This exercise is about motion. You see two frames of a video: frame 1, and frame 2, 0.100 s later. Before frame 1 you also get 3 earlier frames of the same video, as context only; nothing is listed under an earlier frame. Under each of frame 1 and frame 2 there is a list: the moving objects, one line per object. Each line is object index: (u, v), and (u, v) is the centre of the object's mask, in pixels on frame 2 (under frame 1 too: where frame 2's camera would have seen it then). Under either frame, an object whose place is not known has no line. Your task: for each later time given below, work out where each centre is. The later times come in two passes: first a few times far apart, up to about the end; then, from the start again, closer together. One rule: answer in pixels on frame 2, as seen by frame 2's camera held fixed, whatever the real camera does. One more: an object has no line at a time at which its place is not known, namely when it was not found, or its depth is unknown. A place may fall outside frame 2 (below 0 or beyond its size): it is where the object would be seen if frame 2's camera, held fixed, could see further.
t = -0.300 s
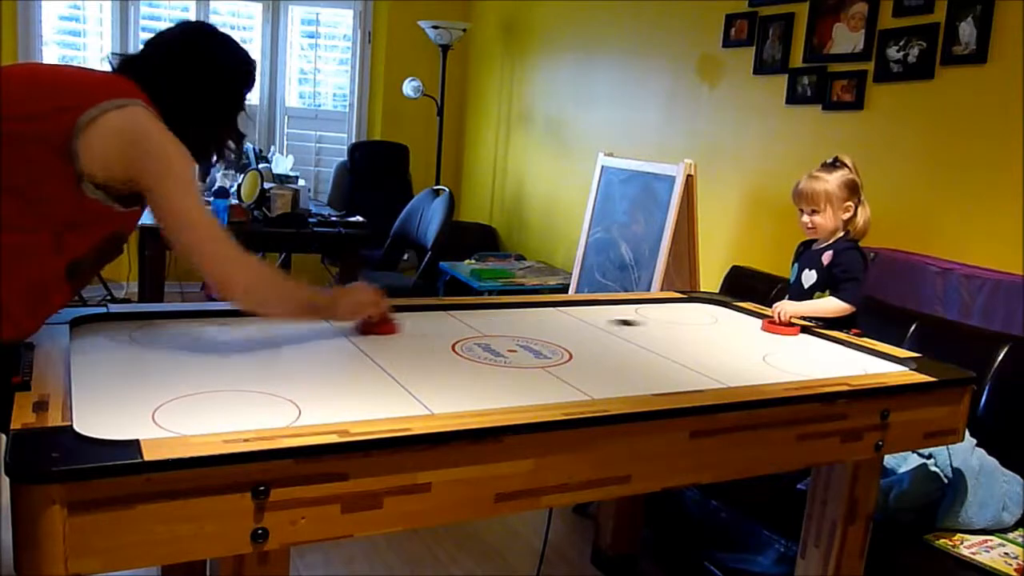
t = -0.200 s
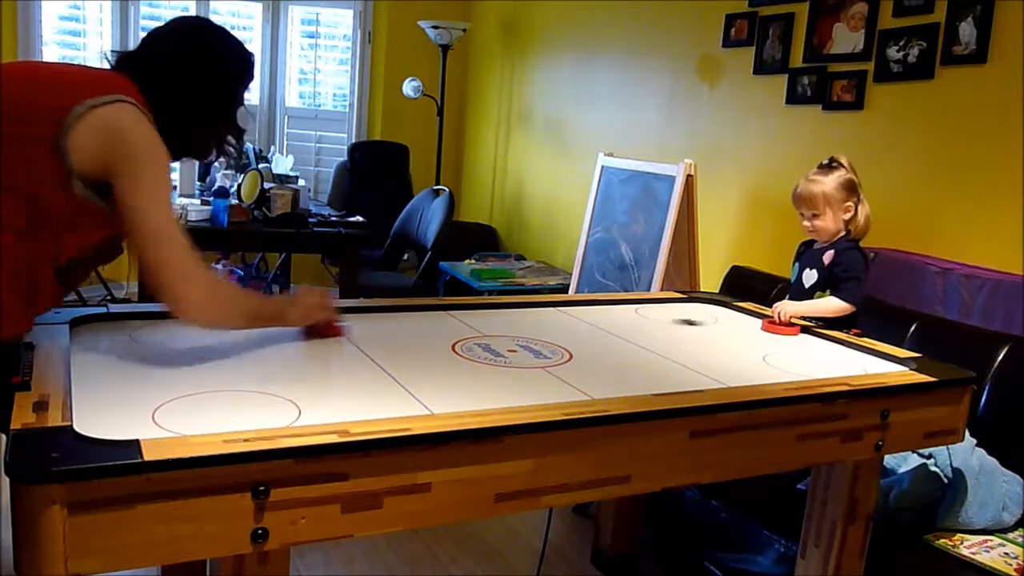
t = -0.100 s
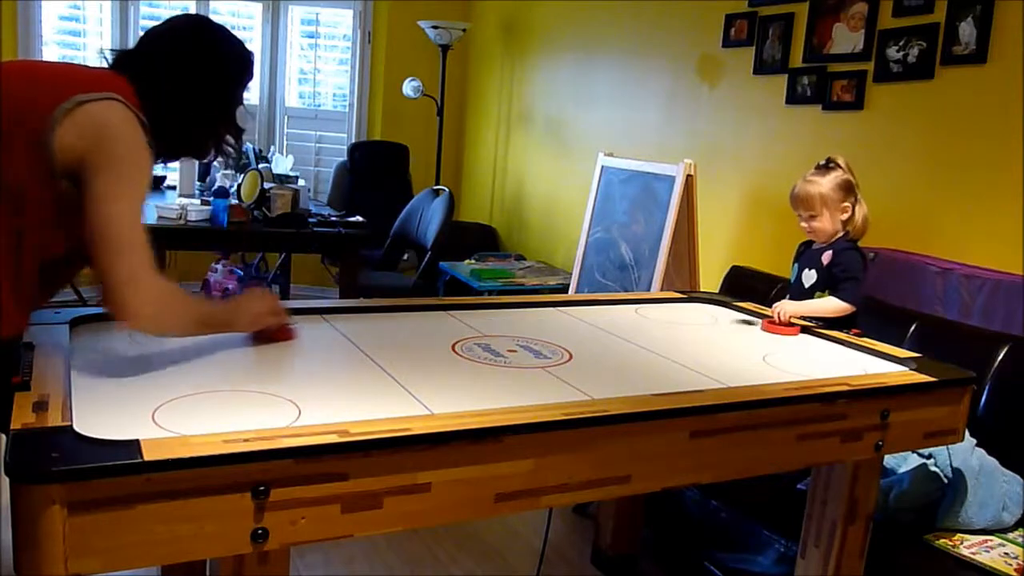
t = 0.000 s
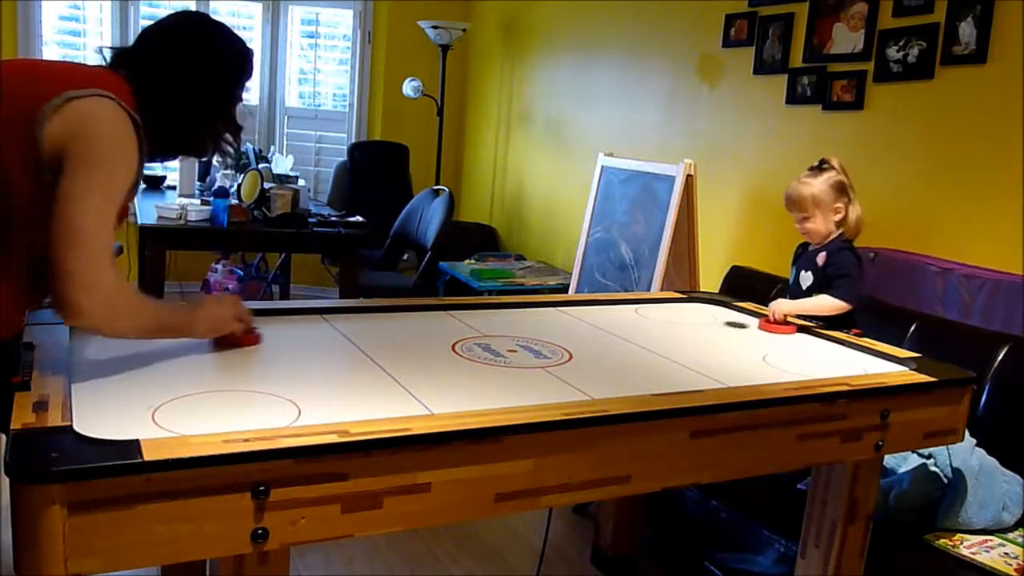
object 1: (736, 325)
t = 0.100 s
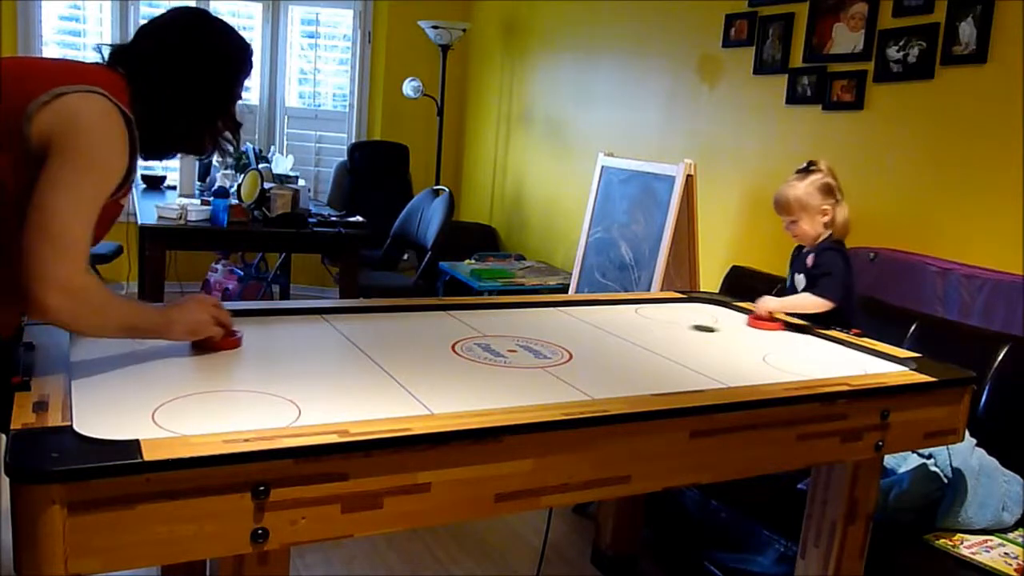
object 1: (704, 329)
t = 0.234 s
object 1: (658, 334)
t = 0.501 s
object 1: (557, 347)
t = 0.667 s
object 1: (484, 354)
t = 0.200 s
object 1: (669, 333)
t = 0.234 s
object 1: (658, 334)
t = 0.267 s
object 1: (647, 336)
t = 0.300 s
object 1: (635, 337)
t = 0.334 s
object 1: (623, 339)
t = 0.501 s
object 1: (557, 347)
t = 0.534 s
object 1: (542, 348)
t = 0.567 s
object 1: (528, 349)
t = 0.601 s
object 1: (513, 351)
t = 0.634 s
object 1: (500, 353)
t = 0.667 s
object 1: (484, 354)
